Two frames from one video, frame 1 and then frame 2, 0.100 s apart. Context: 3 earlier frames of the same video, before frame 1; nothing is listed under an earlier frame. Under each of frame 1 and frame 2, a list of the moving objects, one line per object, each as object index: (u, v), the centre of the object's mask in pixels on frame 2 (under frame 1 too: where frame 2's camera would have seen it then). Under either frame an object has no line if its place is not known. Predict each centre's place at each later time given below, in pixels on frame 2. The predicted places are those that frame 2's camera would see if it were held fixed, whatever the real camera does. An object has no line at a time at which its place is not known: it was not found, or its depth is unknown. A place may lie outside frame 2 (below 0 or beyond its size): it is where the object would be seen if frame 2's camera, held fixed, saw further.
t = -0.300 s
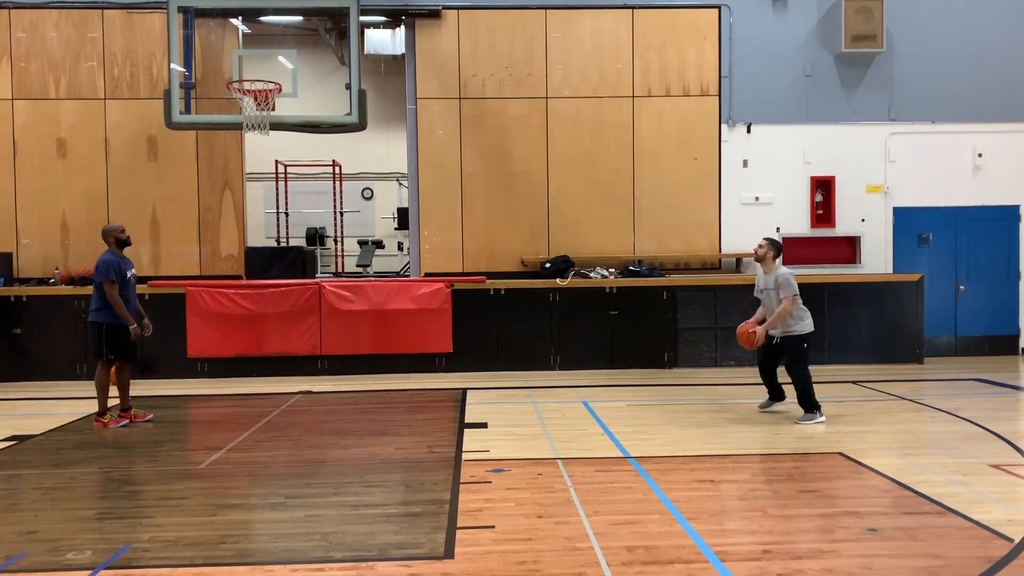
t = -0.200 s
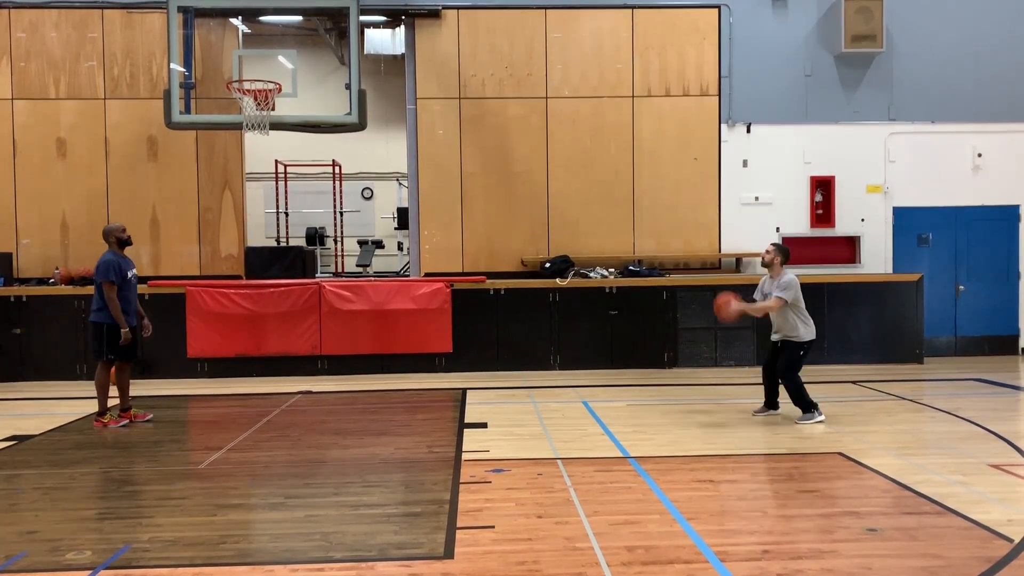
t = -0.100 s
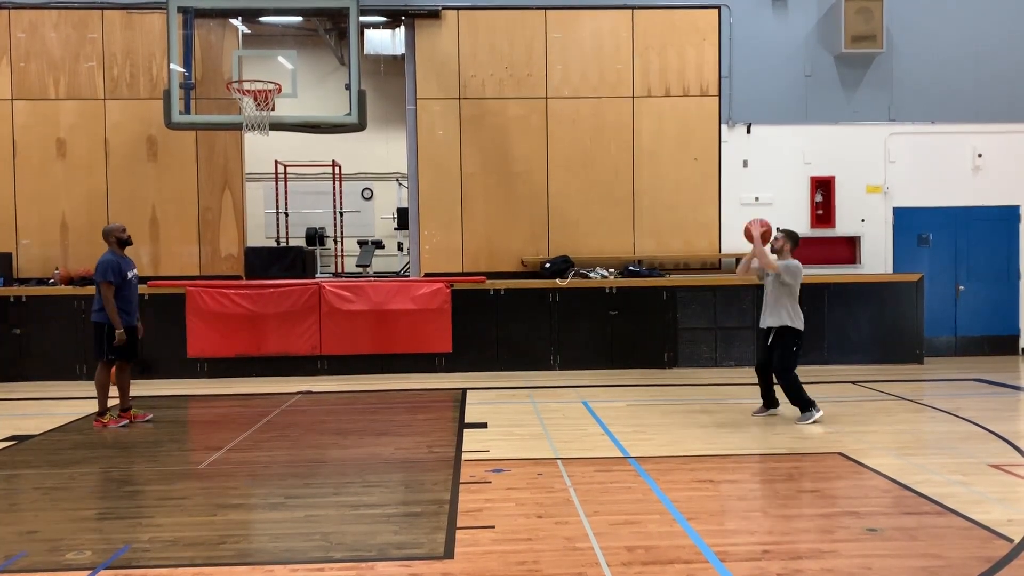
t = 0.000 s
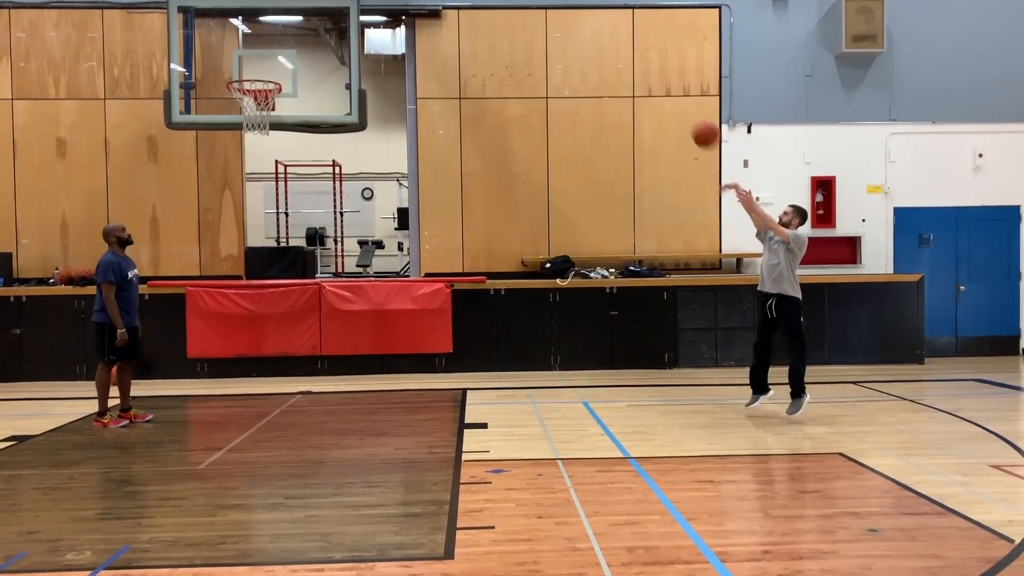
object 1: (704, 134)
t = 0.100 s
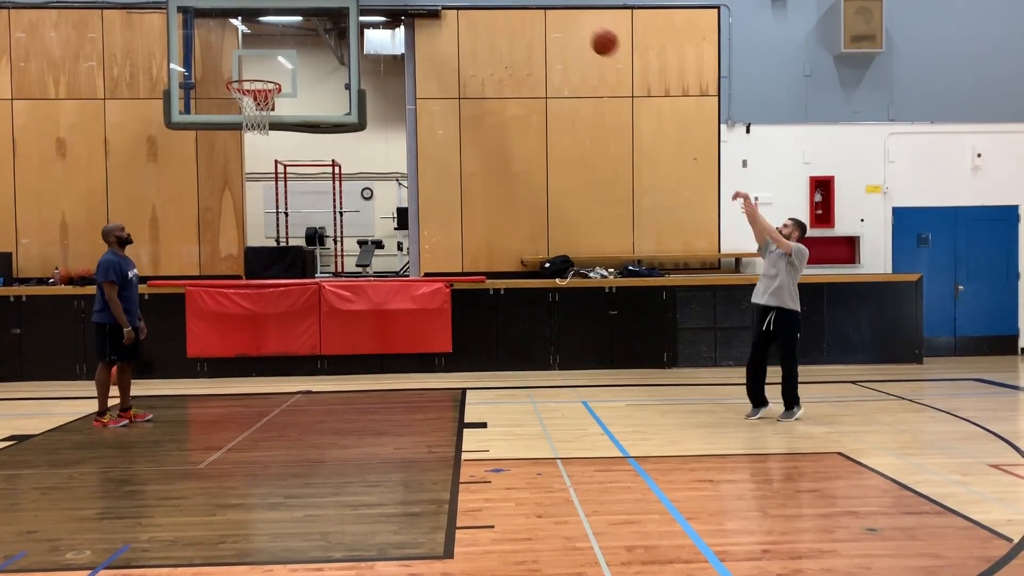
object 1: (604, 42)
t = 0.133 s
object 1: (572, 21)
